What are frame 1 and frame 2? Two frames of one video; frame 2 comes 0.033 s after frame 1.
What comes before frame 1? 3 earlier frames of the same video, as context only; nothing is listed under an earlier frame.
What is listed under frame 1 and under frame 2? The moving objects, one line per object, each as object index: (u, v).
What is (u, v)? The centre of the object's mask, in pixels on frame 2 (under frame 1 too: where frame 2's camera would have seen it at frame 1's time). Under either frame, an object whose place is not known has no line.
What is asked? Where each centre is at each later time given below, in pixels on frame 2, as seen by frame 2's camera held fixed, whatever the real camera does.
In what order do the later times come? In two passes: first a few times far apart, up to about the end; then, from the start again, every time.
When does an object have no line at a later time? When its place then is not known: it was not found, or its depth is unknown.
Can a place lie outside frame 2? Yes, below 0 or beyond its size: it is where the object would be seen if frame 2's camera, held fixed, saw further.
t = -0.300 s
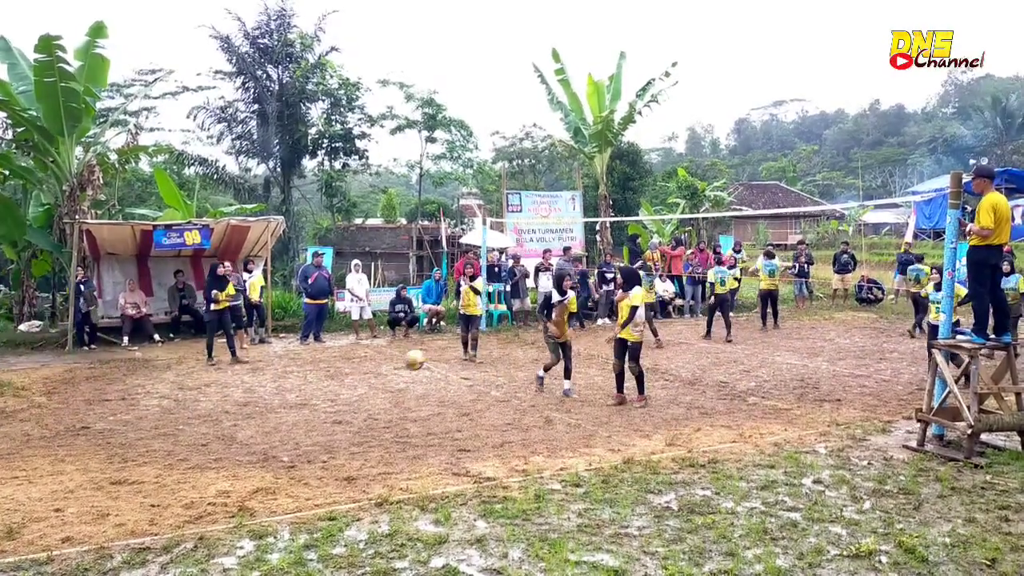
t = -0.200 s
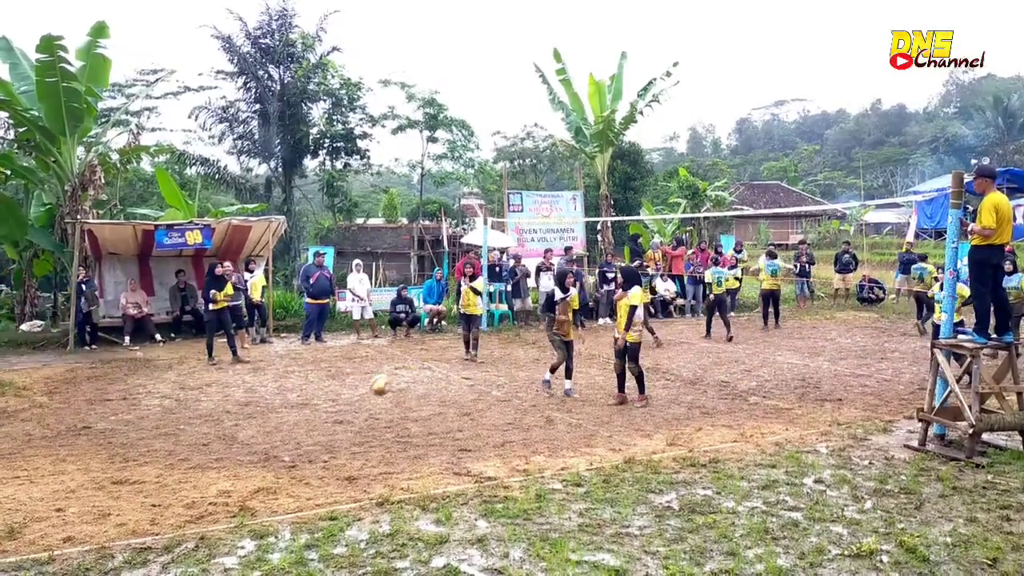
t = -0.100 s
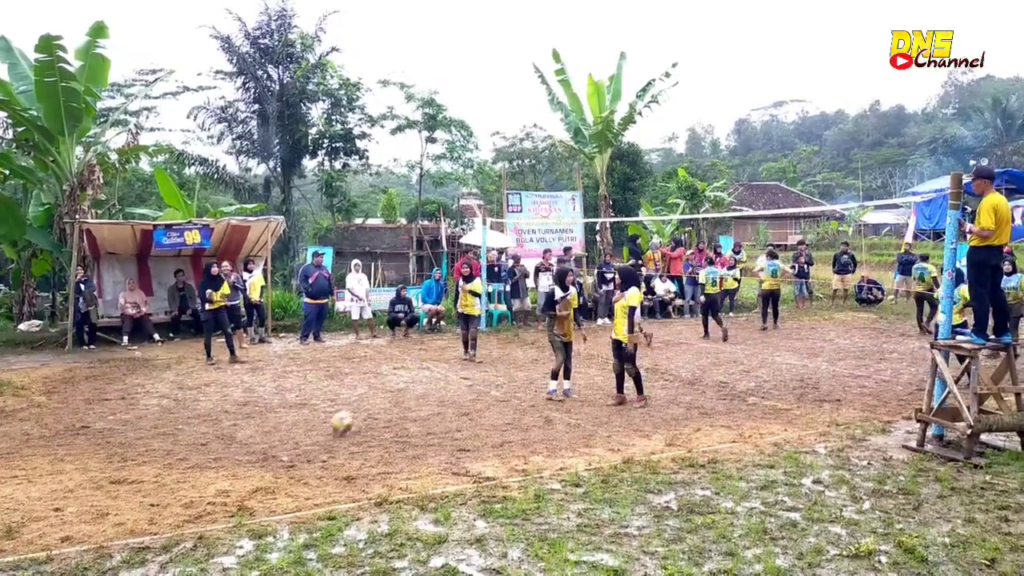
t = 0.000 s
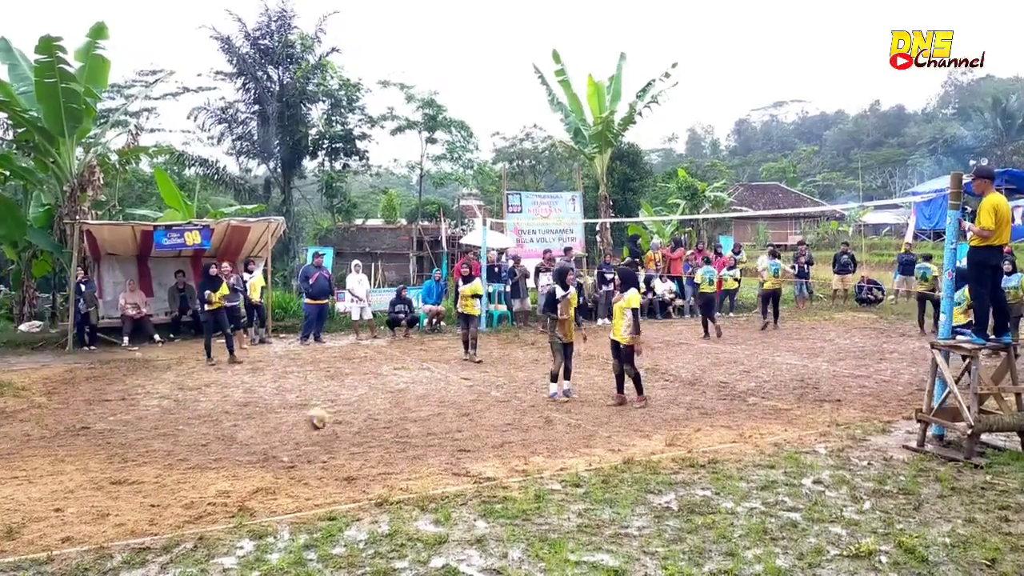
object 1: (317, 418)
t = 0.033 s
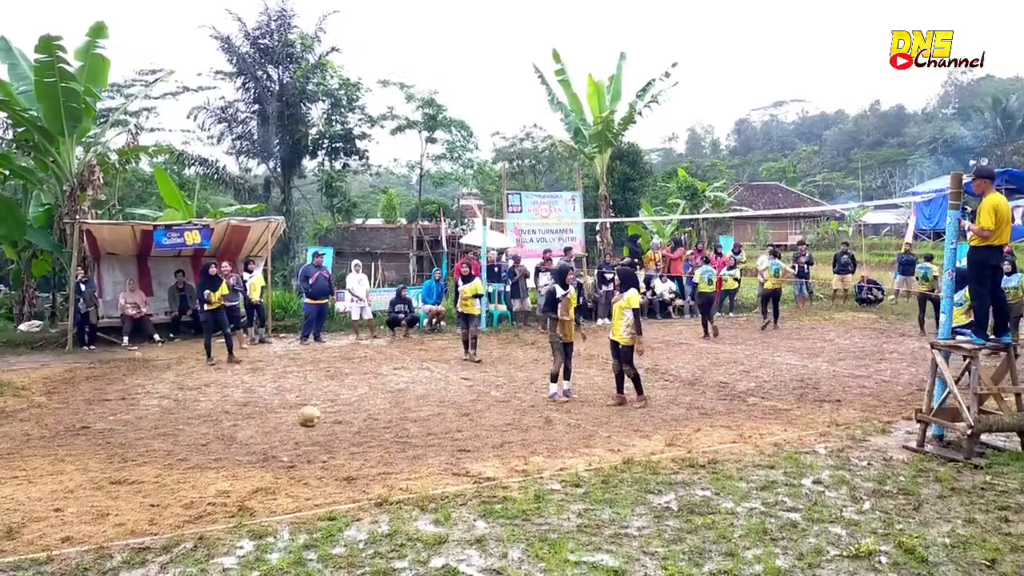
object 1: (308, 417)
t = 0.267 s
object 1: (249, 434)
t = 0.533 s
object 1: (176, 456)
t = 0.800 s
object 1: (98, 465)
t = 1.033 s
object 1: (31, 479)
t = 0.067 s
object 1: (298, 416)
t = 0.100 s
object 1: (292, 416)
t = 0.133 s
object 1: (283, 417)
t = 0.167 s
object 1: (275, 419)
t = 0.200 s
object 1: (267, 423)
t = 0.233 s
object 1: (257, 428)
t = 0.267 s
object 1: (249, 434)
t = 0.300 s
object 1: (240, 442)
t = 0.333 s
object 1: (230, 448)
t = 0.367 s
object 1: (222, 448)
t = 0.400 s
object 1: (213, 446)
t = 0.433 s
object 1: (203, 446)
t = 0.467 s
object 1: (194, 448)
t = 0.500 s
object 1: (185, 452)
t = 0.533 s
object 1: (176, 456)
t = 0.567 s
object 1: (166, 459)
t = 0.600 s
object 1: (155, 459)
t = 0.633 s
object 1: (147, 459)
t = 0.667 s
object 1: (137, 460)
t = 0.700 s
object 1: (127, 462)
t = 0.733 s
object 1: (118, 466)
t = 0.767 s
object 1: (109, 466)
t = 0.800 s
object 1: (98, 465)
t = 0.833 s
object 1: (88, 465)
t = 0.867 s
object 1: (79, 467)
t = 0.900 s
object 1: (70, 470)
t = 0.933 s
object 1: (60, 475)
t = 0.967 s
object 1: (51, 479)
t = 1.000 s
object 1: (41, 479)
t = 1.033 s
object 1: (31, 479)
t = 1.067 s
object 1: (22, 478)
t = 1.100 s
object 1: (14, 479)
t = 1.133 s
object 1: (8, 481)
